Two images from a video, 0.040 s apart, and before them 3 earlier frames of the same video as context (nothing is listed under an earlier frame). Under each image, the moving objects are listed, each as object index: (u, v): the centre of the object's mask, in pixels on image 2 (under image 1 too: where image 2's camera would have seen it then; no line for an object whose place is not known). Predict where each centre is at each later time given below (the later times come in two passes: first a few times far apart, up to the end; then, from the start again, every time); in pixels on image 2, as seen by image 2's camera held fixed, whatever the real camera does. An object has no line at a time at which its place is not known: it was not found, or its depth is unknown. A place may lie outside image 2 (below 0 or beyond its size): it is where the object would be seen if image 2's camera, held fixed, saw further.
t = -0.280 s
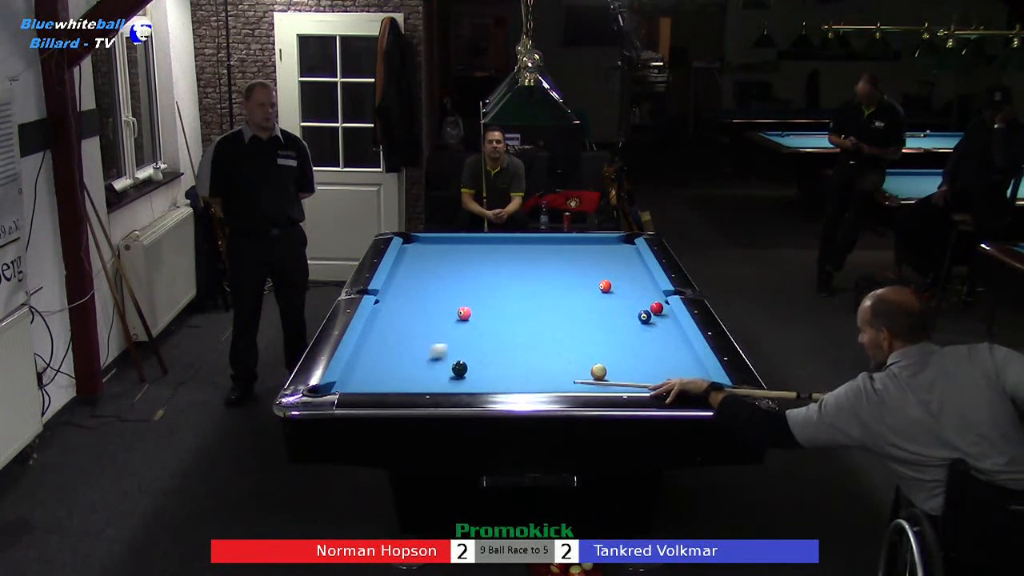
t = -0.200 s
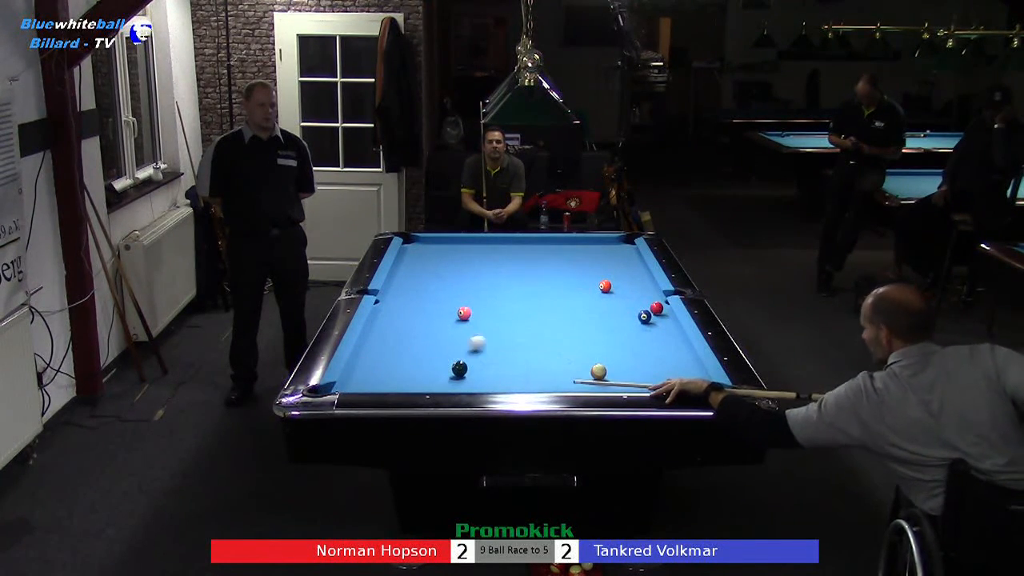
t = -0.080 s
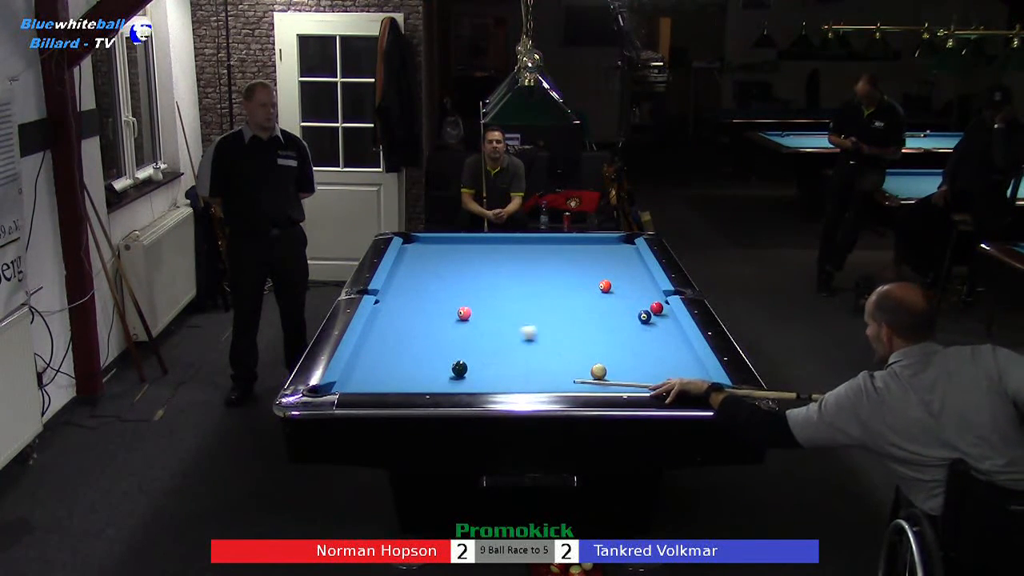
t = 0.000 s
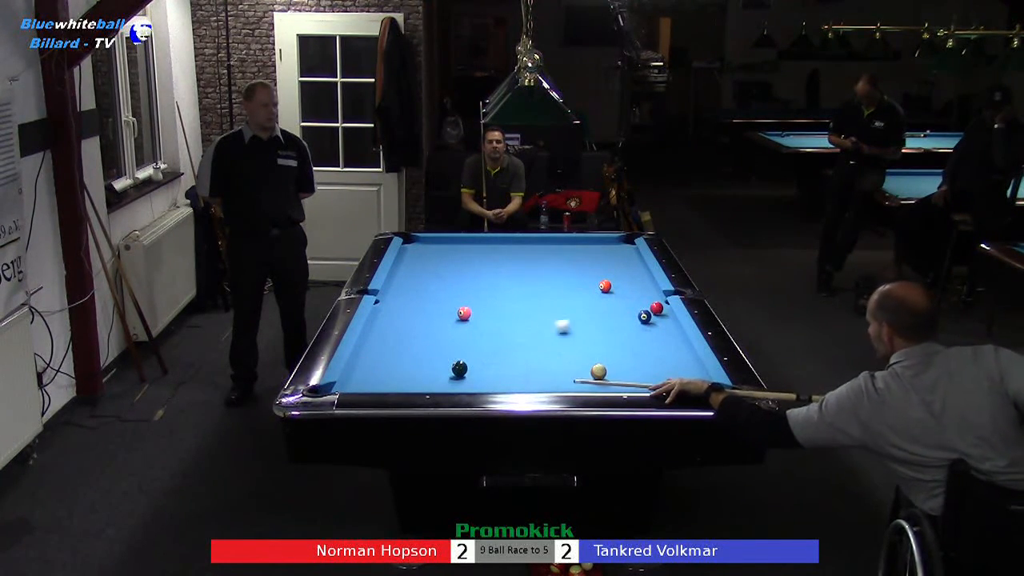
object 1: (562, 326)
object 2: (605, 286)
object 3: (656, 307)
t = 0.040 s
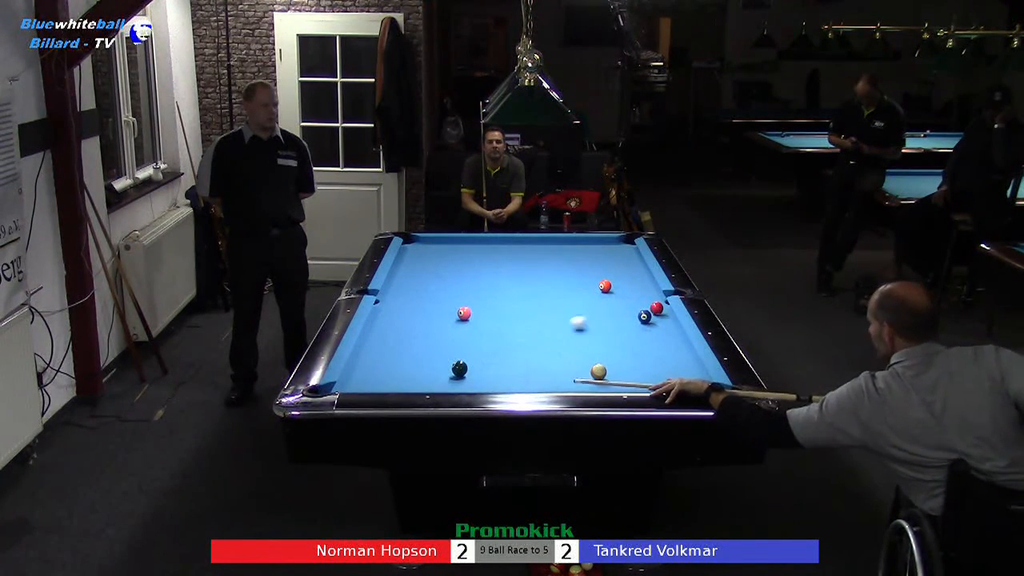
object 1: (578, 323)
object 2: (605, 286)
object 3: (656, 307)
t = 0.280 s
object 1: (643, 306)
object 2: (605, 286)
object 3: (655, 305)
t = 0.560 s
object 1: (613, 306)
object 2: (605, 286)
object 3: (627, 295)
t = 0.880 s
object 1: (590, 303)
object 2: (601, 280)
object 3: (601, 288)
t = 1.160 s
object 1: (571, 301)
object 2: (594, 276)
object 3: (586, 287)
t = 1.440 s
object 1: (555, 299)
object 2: (587, 271)
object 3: (573, 286)
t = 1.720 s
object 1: (540, 296)
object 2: (582, 267)
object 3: (561, 285)
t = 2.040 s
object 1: (524, 294)
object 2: (576, 262)
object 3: (549, 284)
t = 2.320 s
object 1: (513, 293)
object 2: (571, 258)
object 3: (540, 283)
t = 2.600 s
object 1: (502, 291)
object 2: (568, 255)
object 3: (532, 282)
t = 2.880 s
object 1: (493, 290)
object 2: (565, 252)
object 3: (526, 282)
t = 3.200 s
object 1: (484, 288)
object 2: (562, 249)
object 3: (520, 281)
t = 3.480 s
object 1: (477, 287)
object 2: (559, 246)
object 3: (517, 281)
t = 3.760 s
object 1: (471, 286)
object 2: (557, 244)
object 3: (515, 281)
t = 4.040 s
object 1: (468, 286)
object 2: (555, 242)
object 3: (514, 280)
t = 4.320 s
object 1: (465, 285)
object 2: (554, 241)
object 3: (514, 280)
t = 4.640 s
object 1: (463, 285)
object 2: (553, 240)
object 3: (514, 280)
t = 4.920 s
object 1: (463, 285)
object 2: (553, 239)
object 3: (514, 280)
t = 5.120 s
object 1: (463, 285)
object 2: (553, 239)
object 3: (514, 280)
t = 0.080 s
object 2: (605, 286)
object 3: (656, 307)
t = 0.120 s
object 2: (605, 286)
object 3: (656, 307)
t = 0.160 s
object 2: (605, 286)
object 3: (656, 307)
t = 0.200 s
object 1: (636, 309)
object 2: (605, 286)
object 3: (656, 307)
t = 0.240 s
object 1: (644, 306)
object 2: (605, 286)
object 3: (664, 306)
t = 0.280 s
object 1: (643, 306)
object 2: (605, 286)
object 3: (655, 305)
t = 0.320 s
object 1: (637, 307)
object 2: (605, 286)
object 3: (651, 304)
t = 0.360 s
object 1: (631, 308)
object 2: (605, 286)
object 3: (648, 302)
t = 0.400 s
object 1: (626, 308)
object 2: (605, 286)
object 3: (643, 300)
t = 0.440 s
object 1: (623, 307)
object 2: (605, 286)
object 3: (639, 299)
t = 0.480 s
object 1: (619, 307)
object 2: (605, 286)
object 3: (635, 297)
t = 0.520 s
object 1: (616, 307)
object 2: (605, 286)
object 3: (631, 296)
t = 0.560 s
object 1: (613, 306)
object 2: (605, 286)
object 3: (627, 295)
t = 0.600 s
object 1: (610, 306)
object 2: (605, 286)
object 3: (623, 293)
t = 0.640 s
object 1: (607, 305)
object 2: (605, 286)
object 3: (619, 292)
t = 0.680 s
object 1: (604, 305)
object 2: (605, 286)
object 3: (615, 291)
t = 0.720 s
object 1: (601, 305)
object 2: (604, 285)
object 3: (611, 290)
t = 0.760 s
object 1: (599, 304)
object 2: (602, 284)
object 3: (609, 289)
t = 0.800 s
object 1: (596, 304)
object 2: (601, 282)
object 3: (606, 289)
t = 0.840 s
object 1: (593, 303)
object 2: (601, 281)
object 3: (604, 289)
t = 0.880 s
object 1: (590, 303)
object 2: (601, 280)
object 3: (601, 288)
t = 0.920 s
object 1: (587, 303)
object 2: (600, 279)
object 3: (599, 288)
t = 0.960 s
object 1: (585, 302)
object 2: (598, 279)
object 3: (597, 288)
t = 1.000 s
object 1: (582, 302)
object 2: (597, 278)
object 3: (595, 288)
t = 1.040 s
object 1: (579, 302)
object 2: (596, 278)
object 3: (593, 287)
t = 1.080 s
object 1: (577, 301)
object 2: (595, 277)
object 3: (591, 287)
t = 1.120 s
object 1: (574, 301)
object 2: (594, 277)
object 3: (588, 287)
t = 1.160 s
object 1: (571, 301)
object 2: (594, 276)
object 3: (586, 287)
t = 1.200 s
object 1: (569, 300)
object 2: (593, 276)
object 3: (584, 287)
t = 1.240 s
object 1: (567, 300)
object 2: (592, 275)
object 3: (582, 287)
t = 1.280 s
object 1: (564, 300)
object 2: (591, 274)
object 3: (580, 287)
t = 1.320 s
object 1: (562, 299)
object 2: (590, 274)
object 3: (578, 287)
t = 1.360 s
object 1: (560, 299)
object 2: (589, 273)
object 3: (577, 287)
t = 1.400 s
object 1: (557, 299)
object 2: (588, 272)
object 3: (575, 286)
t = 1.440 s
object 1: (555, 299)
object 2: (587, 271)
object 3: (573, 286)
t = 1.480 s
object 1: (553, 298)
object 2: (586, 271)
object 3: (571, 286)
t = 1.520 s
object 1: (551, 298)
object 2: (586, 270)
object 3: (569, 286)
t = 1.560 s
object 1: (548, 297)
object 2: (585, 269)
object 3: (567, 286)
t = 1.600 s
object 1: (546, 297)
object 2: (584, 269)
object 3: (566, 286)
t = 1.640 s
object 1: (544, 297)
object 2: (583, 268)
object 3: (564, 285)
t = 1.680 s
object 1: (542, 297)
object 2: (582, 268)
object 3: (562, 285)
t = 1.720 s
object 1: (540, 296)
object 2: (582, 267)
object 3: (561, 285)
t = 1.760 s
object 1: (538, 296)
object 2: (581, 266)
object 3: (559, 285)
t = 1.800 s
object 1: (536, 296)
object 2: (580, 265)
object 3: (557, 285)
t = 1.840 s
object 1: (534, 296)
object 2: (579, 265)
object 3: (556, 285)
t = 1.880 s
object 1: (532, 296)
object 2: (579, 264)
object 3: (555, 284)
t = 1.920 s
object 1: (530, 295)
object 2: (578, 264)
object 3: (553, 284)
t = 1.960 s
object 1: (528, 295)
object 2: (577, 263)
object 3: (552, 284)
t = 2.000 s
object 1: (526, 295)
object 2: (576, 262)
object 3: (550, 284)
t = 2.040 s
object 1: (524, 294)
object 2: (576, 262)
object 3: (549, 284)
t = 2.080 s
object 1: (522, 294)
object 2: (575, 261)
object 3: (547, 284)
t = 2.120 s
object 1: (521, 294)
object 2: (575, 261)
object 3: (546, 284)
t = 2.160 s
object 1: (519, 293)
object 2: (574, 261)
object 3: (544, 284)
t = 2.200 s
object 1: (518, 293)
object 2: (573, 261)
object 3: (543, 284)
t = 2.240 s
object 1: (516, 293)
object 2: (573, 260)
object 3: (542, 284)
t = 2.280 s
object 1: (514, 293)
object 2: (572, 259)
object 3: (541, 283)
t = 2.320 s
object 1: (513, 293)
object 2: (571, 258)
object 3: (540, 283)
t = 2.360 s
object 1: (511, 292)
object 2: (571, 257)
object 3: (539, 283)
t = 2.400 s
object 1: (510, 292)
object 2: (570, 257)
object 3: (537, 283)
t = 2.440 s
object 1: (508, 292)
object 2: (570, 257)
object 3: (536, 283)
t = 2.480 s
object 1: (507, 292)
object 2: (569, 256)
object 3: (535, 283)
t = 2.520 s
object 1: (505, 291)
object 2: (569, 256)
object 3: (534, 283)
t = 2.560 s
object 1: (504, 291)
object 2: (568, 255)
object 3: (533, 283)
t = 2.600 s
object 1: (502, 291)
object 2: (568, 255)
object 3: (532, 282)
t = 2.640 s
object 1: (501, 291)
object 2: (567, 255)
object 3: (531, 282)
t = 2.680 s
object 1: (499, 291)
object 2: (567, 254)
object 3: (530, 282)
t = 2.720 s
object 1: (498, 290)
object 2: (567, 253)
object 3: (529, 282)
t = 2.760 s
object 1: (497, 290)
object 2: (566, 253)
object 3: (528, 282)
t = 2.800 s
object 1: (495, 290)
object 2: (566, 253)
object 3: (527, 282)
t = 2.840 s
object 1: (494, 290)
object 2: (565, 252)
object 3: (527, 282)
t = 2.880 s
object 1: (493, 290)
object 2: (565, 252)
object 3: (526, 282)
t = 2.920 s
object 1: (492, 289)
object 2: (564, 251)
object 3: (525, 282)
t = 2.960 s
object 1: (490, 290)
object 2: (564, 251)
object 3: (524, 282)
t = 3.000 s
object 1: (489, 289)
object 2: (563, 250)
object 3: (524, 282)
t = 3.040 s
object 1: (488, 289)
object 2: (563, 250)
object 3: (523, 282)
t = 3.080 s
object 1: (487, 289)
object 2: (562, 250)
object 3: (522, 281)
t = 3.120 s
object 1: (486, 289)
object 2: (562, 249)
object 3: (521, 281)
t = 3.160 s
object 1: (485, 289)
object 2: (562, 249)
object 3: (521, 281)
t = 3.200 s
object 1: (484, 288)
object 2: (562, 249)
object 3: (520, 281)
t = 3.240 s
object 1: (482, 288)
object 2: (562, 248)
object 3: (520, 281)
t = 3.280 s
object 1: (482, 288)
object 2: (561, 248)
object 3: (519, 281)
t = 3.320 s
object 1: (481, 288)
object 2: (560, 248)
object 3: (519, 281)
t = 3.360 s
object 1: (480, 288)
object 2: (560, 247)
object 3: (518, 281)
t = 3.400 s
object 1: (479, 288)
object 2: (560, 247)
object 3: (518, 281)
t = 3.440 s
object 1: (478, 288)
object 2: (560, 247)
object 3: (517, 281)
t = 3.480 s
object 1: (477, 287)
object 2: (559, 246)
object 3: (517, 281)
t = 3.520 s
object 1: (476, 287)
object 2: (559, 246)
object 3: (517, 281)
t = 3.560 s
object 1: (475, 287)
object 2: (559, 246)
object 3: (516, 281)
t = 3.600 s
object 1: (475, 287)
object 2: (558, 245)
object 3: (516, 281)
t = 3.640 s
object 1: (474, 287)
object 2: (558, 245)
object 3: (516, 281)
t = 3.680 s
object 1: (473, 287)
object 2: (557, 245)
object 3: (515, 281)
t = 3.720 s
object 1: (472, 286)
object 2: (557, 244)
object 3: (515, 281)
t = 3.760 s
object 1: (471, 286)
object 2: (557, 244)
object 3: (515, 281)
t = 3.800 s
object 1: (471, 286)
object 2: (557, 244)
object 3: (515, 281)
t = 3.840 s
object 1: (471, 286)
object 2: (556, 243)
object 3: (514, 280)
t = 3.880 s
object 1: (470, 286)
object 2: (556, 243)
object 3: (514, 280)
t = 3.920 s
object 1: (469, 286)
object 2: (556, 243)
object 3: (514, 280)
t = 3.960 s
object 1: (469, 286)
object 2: (556, 243)
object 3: (514, 280)
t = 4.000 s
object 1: (468, 286)
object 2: (555, 242)
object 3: (514, 280)
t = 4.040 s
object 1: (468, 286)
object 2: (555, 242)
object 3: (514, 280)
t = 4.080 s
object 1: (467, 286)
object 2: (555, 242)
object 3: (514, 280)
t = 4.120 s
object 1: (467, 286)
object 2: (555, 242)
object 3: (514, 280)
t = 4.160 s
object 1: (466, 286)
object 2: (555, 242)
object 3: (514, 280)
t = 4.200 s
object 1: (466, 286)
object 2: (554, 242)
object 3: (514, 280)
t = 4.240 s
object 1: (466, 286)
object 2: (554, 241)
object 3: (514, 280)
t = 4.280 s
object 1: (465, 286)
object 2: (554, 241)
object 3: (514, 280)
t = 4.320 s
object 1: (465, 285)
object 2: (554, 241)
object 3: (514, 280)
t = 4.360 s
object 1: (465, 285)
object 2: (554, 241)
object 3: (514, 280)
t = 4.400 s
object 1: (464, 285)
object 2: (554, 241)
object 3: (514, 280)
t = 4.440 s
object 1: (464, 285)
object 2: (553, 240)
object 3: (514, 280)
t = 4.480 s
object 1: (464, 285)
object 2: (553, 240)
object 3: (514, 280)
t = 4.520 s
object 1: (463, 285)
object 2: (553, 240)
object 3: (514, 280)
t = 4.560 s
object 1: (463, 285)
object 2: (553, 240)
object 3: (514, 280)
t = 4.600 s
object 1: (463, 285)
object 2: (553, 240)
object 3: (514, 280)
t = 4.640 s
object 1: (463, 285)
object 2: (553, 240)
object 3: (514, 280)
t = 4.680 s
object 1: (463, 285)
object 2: (553, 239)
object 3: (514, 280)
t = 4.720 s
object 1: (463, 285)
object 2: (553, 239)
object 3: (514, 280)
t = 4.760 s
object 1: (463, 285)
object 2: (553, 239)
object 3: (514, 280)
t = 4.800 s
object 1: (463, 285)
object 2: (553, 239)
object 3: (514, 280)
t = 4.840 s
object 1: (463, 285)
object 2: (553, 239)
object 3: (514, 280)
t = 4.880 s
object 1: (463, 285)
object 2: (553, 239)
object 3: (514, 280)
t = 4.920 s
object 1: (463, 285)
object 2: (553, 239)
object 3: (514, 280)
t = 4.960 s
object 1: (463, 285)
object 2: (553, 239)
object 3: (514, 280)
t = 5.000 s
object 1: (463, 285)
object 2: (553, 239)
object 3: (514, 280)
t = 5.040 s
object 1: (463, 285)
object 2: (553, 239)
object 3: (514, 280)
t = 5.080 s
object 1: (463, 285)
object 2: (553, 239)
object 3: (514, 280)
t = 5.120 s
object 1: (463, 285)
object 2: (553, 239)
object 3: (514, 280)
